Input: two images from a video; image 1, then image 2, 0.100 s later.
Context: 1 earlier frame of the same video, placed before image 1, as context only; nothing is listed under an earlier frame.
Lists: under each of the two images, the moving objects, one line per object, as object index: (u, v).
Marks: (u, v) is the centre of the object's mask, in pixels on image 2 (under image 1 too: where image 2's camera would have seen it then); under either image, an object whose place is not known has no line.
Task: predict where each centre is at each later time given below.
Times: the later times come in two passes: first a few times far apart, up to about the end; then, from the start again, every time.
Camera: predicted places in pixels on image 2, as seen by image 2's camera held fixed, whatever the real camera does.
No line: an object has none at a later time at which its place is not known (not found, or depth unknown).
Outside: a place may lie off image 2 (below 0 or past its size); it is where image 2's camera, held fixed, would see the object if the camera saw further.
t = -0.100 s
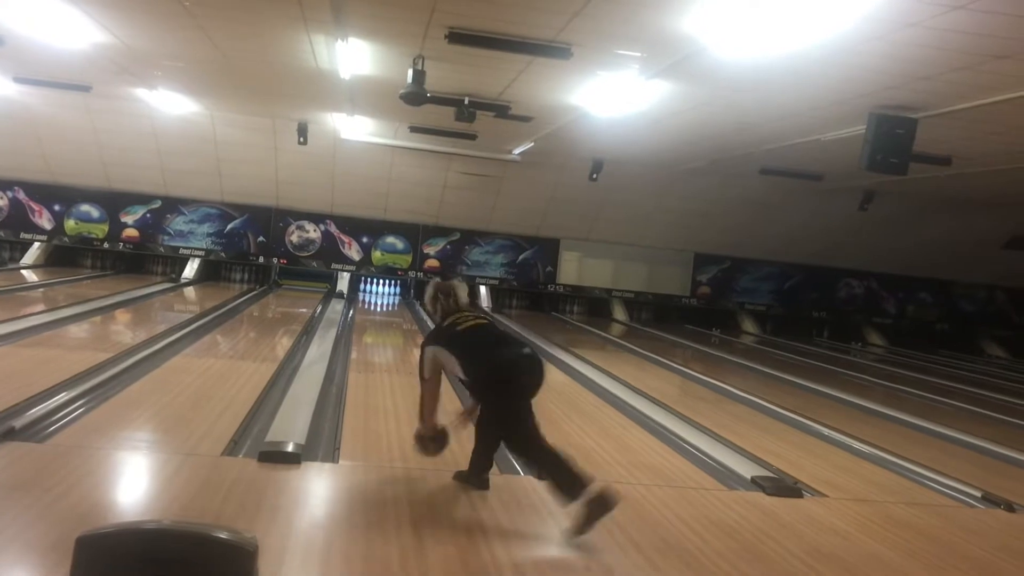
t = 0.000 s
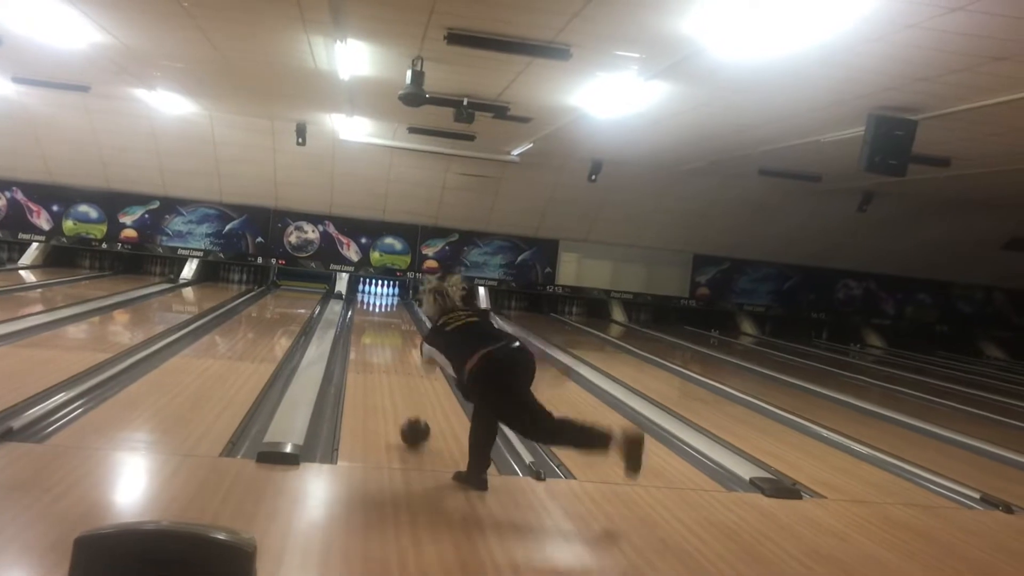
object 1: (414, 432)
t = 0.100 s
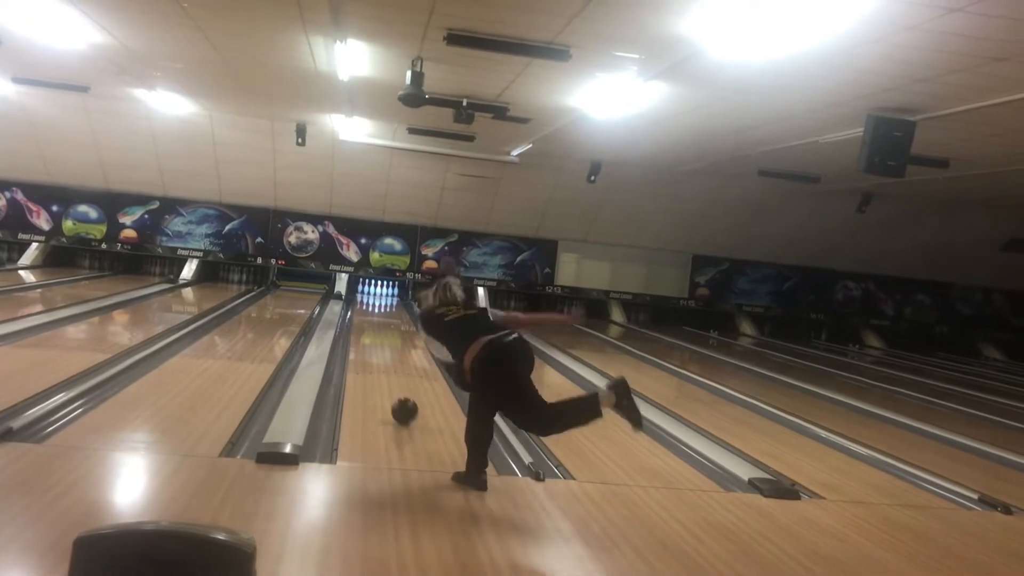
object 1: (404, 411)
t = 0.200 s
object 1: (397, 393)
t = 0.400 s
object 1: (386, 366)
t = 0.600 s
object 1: (379, 347)
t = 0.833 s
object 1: (374, 331)
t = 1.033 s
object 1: (371, 320)
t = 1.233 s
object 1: (369, 312)
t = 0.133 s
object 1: (402, 404)
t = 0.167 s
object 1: (399, 399)
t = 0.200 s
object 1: (397, 393)
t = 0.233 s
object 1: (395, 388)
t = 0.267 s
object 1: (393, 383)
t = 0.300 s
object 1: (391, 378)
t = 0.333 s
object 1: (389, 374)
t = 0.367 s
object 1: (388, 370)
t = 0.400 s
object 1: (386, 366)
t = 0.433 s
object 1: (385, 362)
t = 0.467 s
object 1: (384, 359)
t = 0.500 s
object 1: (382, 356)
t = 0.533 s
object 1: (381, 352)
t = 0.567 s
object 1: (380, 350)
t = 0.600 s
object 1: (379, 347)
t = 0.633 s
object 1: (378, 344)
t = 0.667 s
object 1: (377, 342)
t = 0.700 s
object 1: (377, 339)
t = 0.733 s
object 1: (376, 337)
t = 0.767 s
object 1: (375, 335)
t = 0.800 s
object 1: (374, 333)
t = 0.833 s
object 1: (374, 331)
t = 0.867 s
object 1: (373, 329)
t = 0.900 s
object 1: (373, 327)
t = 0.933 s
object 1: (372, 325)
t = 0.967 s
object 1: (371, 323)
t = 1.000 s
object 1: (371, 322)
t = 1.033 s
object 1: (371, 320)
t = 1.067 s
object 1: (370, 318)
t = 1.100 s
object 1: (370, 317)
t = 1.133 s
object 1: (370, 316)
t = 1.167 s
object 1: (369, 314)
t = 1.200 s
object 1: (369, 313)
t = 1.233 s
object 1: (369, 312)
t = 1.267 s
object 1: (369, 311)
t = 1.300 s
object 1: (369, 310)
